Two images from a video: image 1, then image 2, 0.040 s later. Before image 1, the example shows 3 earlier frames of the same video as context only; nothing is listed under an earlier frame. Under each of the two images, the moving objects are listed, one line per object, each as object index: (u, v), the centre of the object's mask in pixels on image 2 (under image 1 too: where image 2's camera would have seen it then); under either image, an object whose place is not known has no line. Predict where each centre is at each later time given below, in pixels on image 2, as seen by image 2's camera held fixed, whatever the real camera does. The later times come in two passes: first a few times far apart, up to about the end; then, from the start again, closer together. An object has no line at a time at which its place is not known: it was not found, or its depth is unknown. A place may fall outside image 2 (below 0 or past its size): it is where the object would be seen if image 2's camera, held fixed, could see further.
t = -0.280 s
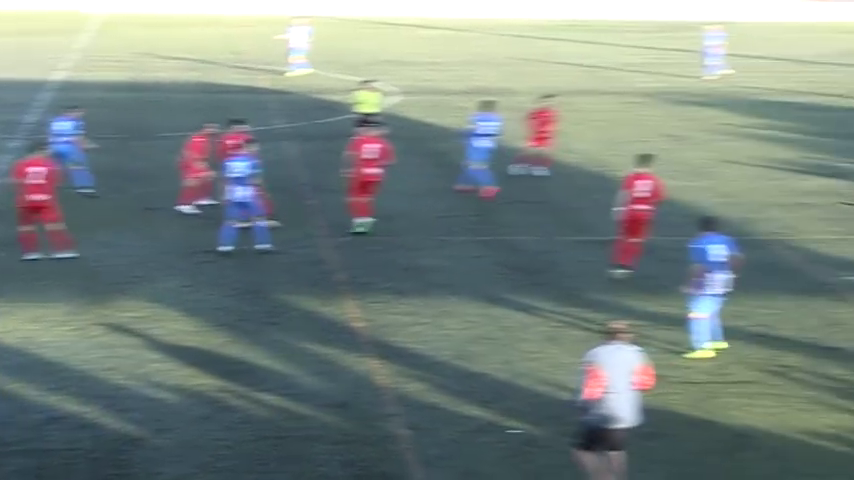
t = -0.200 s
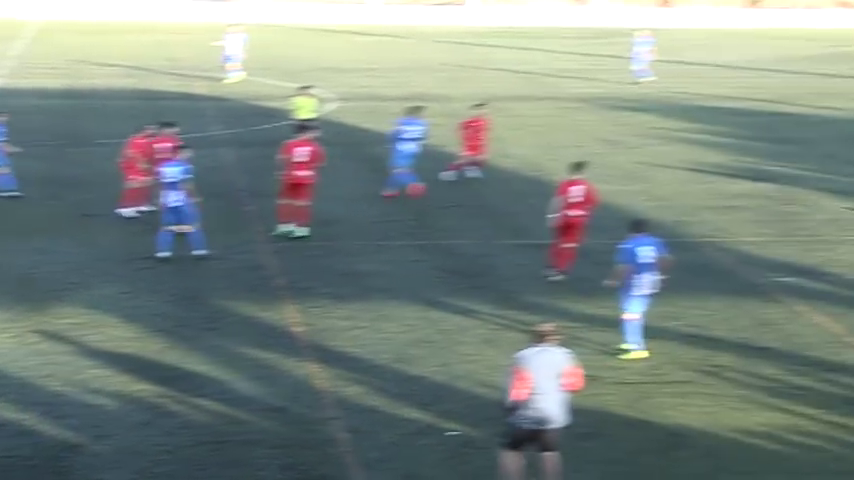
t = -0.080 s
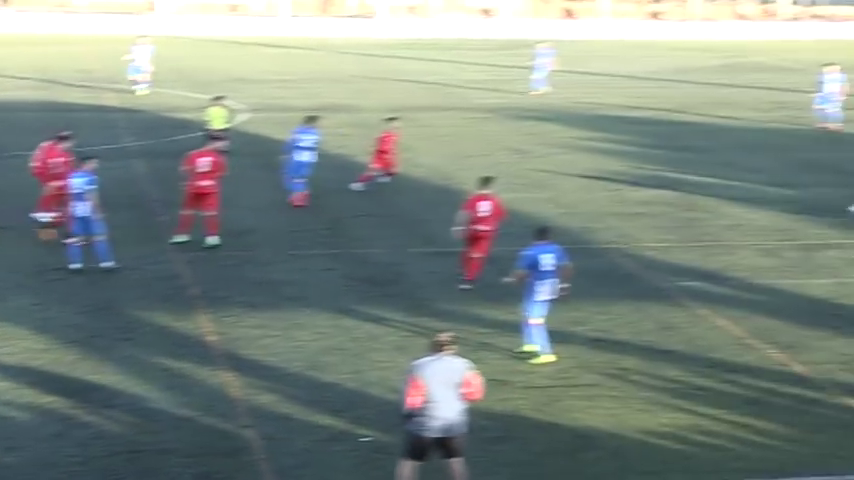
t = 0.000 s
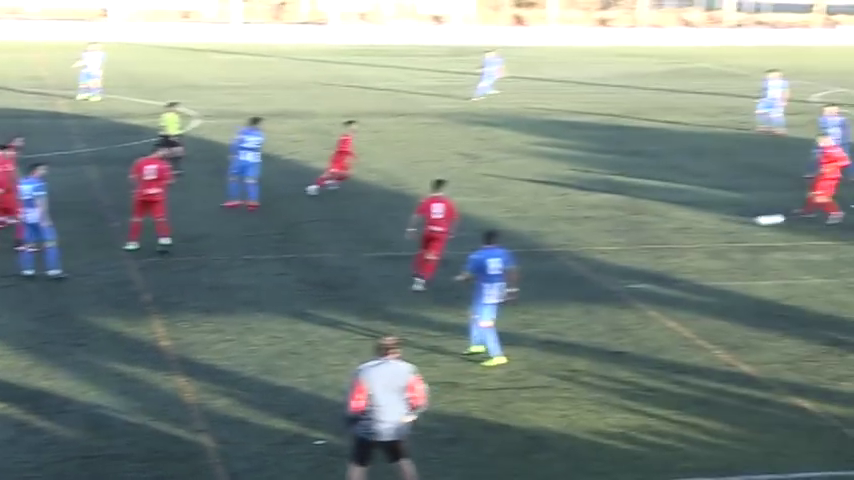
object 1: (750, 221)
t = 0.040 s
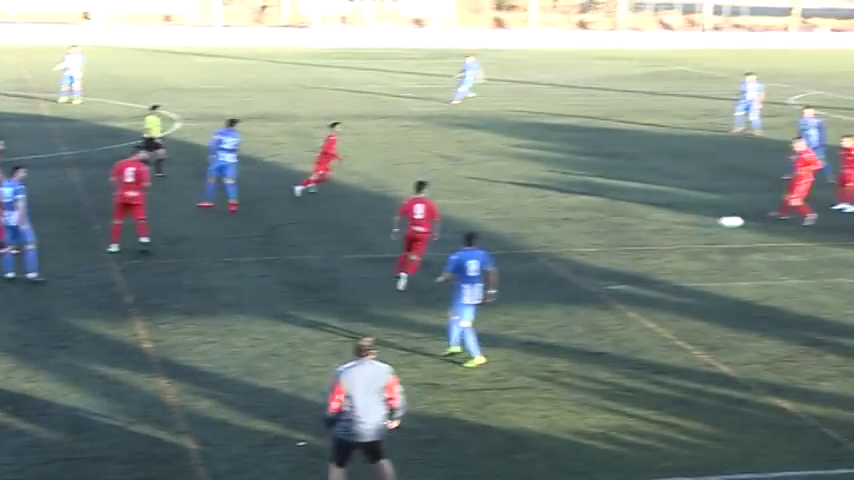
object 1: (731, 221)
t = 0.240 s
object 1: (643, 232)
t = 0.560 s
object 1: (527, 250)
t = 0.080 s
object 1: (713, 222)
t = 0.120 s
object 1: (695, 223)
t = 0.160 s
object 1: (679, 225)
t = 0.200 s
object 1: (660, 228)
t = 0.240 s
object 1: (643, 232)
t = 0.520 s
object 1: (540, 249)
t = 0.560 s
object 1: (527, 250)
